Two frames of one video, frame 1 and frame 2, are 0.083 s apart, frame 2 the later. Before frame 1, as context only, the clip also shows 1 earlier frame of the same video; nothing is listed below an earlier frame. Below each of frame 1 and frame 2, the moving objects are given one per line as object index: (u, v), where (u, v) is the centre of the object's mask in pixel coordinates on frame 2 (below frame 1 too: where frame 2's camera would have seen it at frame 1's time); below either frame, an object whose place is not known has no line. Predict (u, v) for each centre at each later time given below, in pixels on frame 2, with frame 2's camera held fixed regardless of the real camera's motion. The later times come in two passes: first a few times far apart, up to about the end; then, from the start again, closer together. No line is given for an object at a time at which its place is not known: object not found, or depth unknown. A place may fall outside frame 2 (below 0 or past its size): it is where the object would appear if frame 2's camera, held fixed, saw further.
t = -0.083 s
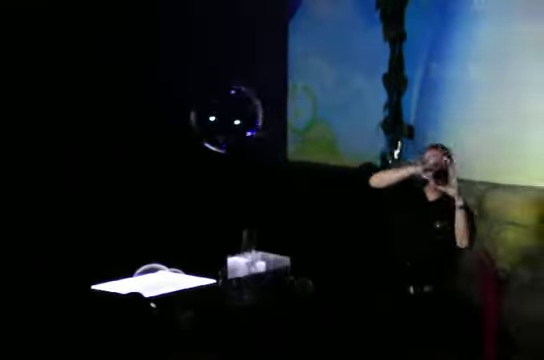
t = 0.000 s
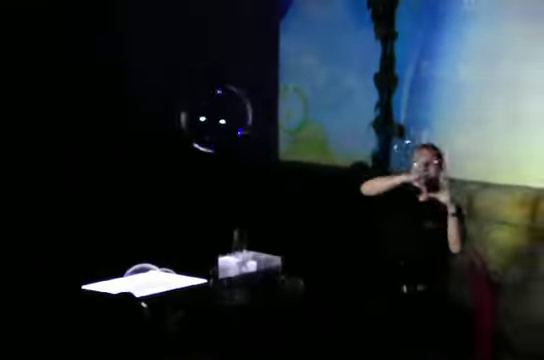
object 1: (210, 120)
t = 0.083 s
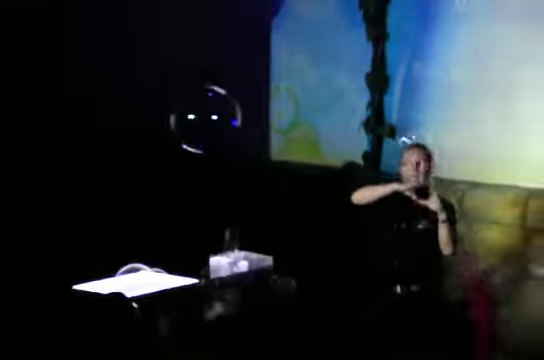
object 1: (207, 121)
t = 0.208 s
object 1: (203, 124)
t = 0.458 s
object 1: (196, 122)
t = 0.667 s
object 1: (191, 125)
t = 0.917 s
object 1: (187, 124)
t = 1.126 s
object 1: (183, 127)
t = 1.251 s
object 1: (181, 127)
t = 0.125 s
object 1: (206, 123)
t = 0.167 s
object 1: (205, 124)
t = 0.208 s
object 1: (203, 124)
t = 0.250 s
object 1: (202, 124)
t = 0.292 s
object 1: (201, 124)
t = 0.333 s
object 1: (198, 122)
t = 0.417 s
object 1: (197, 121)
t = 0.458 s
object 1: (196, 122)
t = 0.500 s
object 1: (195, 122)
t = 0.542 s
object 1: (194, 123)
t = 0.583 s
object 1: (193, 124)
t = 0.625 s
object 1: (192, 124)
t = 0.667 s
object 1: (191, 125)
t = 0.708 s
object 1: (190, 125)
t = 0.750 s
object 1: (189, 124)
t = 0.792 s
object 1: (188, 124)
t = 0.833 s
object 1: (188, 124)
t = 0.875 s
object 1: (188, 124)
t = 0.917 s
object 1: (187, 124)
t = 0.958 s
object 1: (187, 125)
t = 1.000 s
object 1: (186, 125)
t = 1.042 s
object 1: (185, 126)
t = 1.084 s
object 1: (184, 127)
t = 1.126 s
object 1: (183, 127)
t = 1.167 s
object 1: (182, 127)
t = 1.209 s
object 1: (181, 127)
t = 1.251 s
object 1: (181, 127)
